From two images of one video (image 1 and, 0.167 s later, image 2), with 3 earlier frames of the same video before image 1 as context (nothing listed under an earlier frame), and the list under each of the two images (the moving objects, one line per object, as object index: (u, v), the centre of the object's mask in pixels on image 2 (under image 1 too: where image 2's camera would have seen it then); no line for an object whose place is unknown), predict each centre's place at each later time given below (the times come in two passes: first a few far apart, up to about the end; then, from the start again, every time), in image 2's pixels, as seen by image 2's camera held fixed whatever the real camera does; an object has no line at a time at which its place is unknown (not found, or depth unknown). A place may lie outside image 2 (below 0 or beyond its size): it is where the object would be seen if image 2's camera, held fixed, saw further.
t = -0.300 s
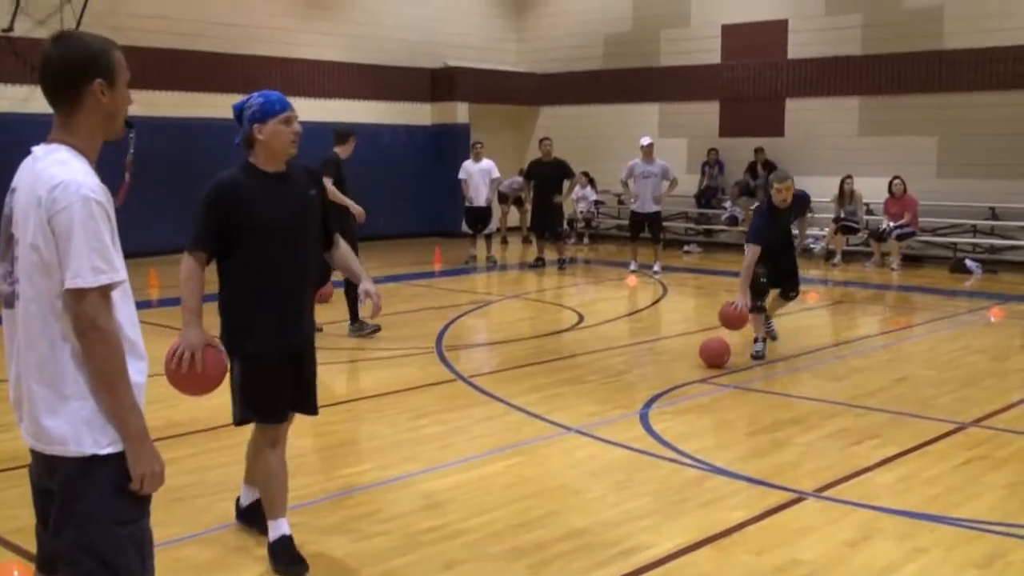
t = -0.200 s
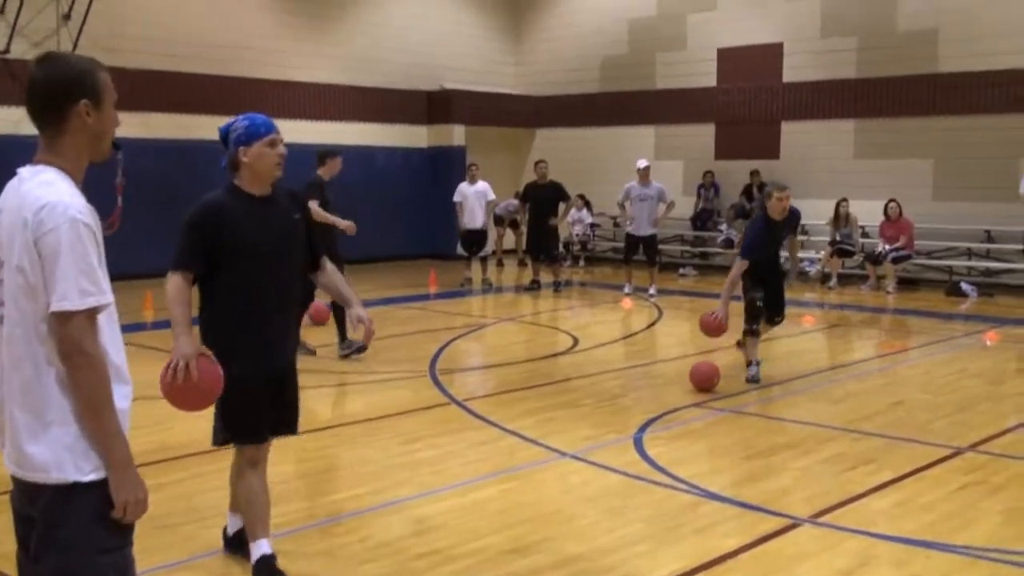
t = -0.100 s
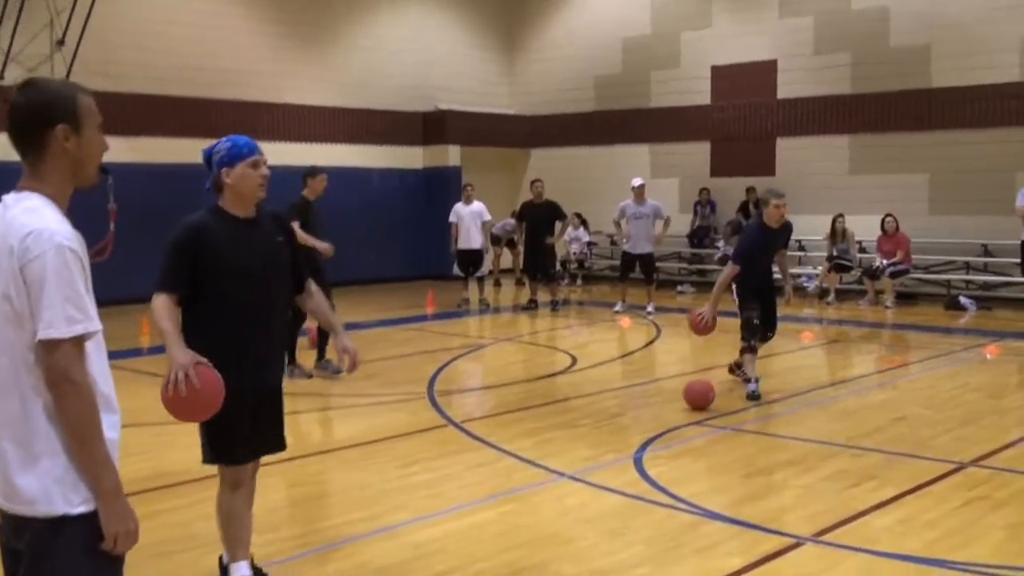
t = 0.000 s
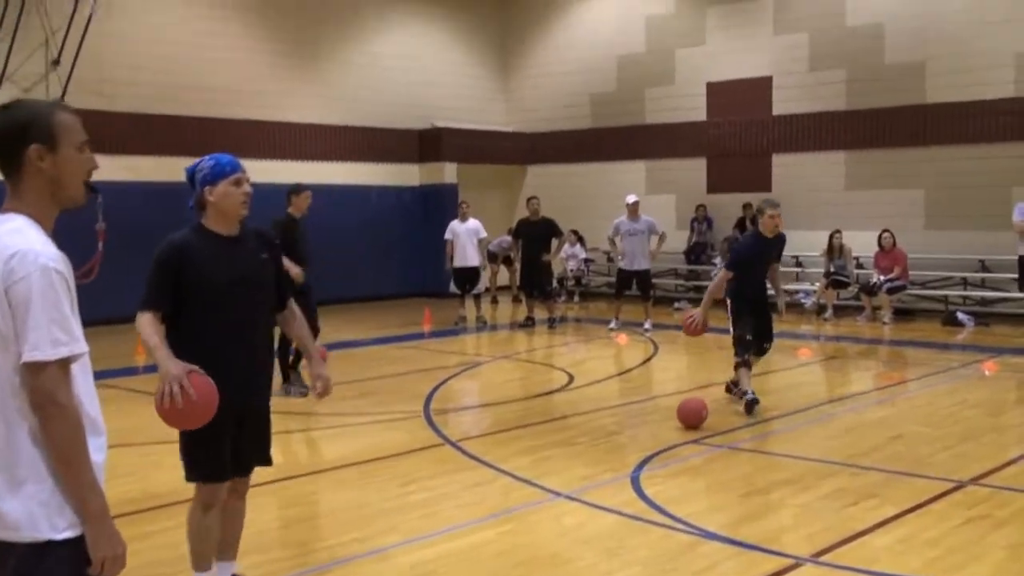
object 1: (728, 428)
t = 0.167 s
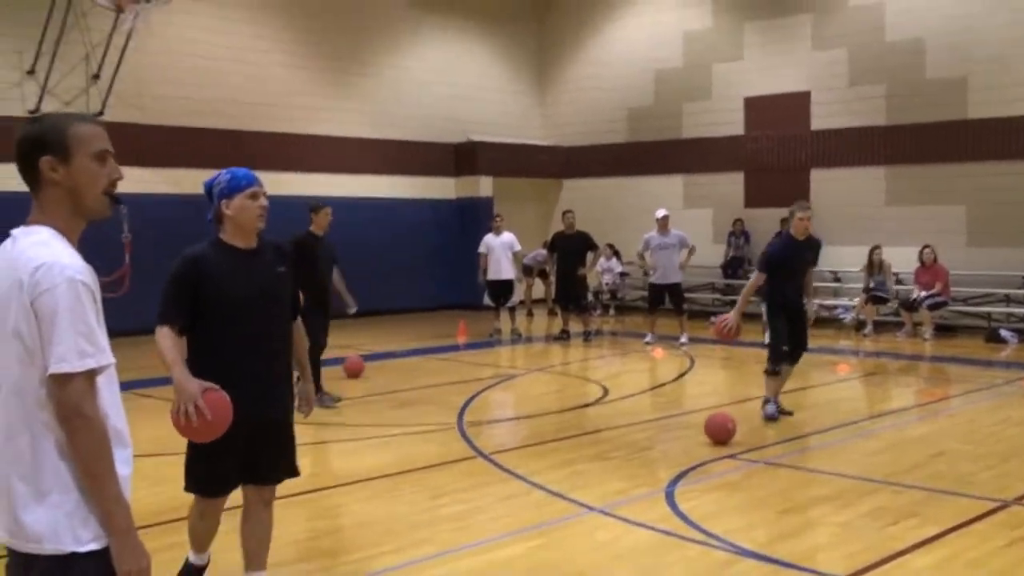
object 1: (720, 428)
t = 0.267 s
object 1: (716, 428)
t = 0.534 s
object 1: (703, 429)
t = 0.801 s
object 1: (691, 431)
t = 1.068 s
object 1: (679, 432)
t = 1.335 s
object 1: (666, 433)
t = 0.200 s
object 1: (719, 428)
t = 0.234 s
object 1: (717, 428)
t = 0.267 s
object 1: (716, 428)
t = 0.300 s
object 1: (715, 428)
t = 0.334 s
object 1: (713, 428)
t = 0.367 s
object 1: (712, 429)
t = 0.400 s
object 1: (710, 429)
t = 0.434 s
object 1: (708, 429)
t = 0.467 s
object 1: (707, 429)
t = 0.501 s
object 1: (705, 429)
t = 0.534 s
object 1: (703, 429)
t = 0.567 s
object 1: (702, 429)
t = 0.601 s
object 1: (701, 429)
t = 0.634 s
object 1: (699, 430)
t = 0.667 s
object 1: (698, 430)
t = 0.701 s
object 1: (696, 430)
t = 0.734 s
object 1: (695, 430)
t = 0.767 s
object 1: (693, 430)
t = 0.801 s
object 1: (691, 431)
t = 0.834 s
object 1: (690, 431)
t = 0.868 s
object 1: (688, 431)
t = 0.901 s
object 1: (687, 431)
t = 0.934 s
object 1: (685, 432)
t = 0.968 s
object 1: (684, 431)
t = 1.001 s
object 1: (681, 431)
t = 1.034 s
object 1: (680, 432)
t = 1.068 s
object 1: (679, 432)
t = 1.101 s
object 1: (677, 432)
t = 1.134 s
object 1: (676, 432)
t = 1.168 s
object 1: (674, 432)
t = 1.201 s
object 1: (672, 432)
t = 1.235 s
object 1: (671, 433)
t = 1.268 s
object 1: (669, 433)
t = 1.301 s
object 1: (668, 433)
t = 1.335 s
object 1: (666, 433)
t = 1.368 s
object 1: (665, 434)
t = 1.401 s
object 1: (663, 434)
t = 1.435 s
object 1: (662, 434)
